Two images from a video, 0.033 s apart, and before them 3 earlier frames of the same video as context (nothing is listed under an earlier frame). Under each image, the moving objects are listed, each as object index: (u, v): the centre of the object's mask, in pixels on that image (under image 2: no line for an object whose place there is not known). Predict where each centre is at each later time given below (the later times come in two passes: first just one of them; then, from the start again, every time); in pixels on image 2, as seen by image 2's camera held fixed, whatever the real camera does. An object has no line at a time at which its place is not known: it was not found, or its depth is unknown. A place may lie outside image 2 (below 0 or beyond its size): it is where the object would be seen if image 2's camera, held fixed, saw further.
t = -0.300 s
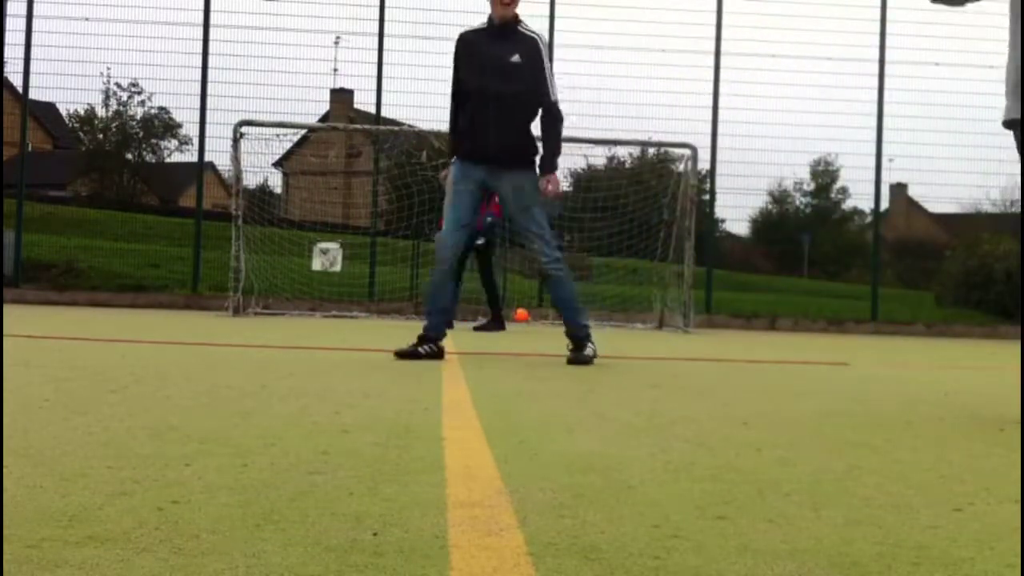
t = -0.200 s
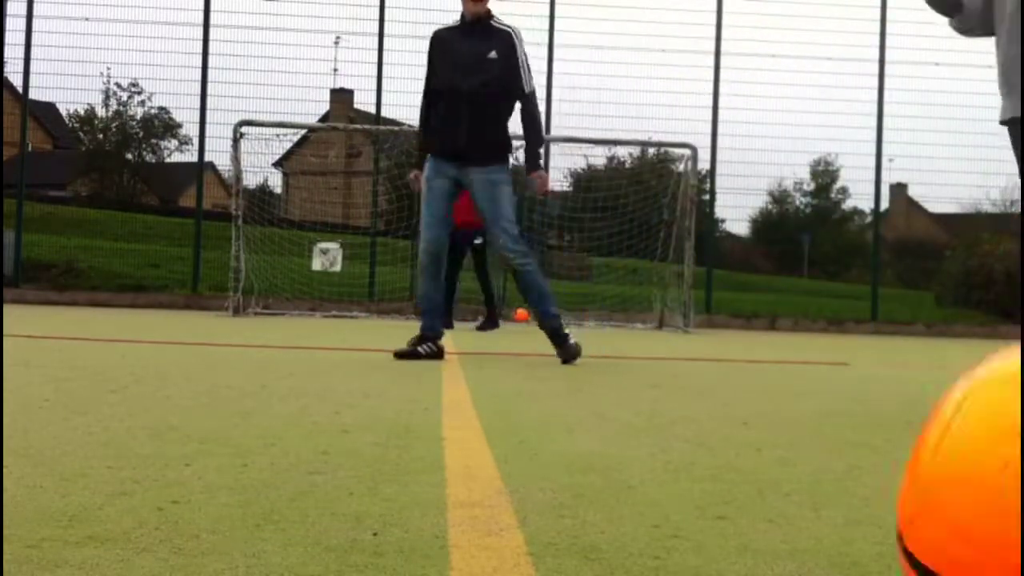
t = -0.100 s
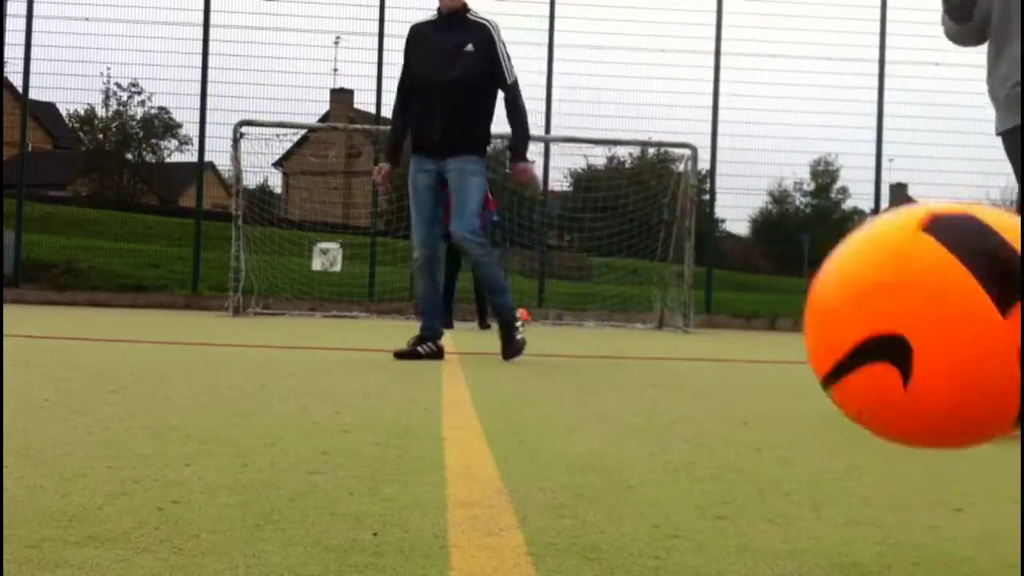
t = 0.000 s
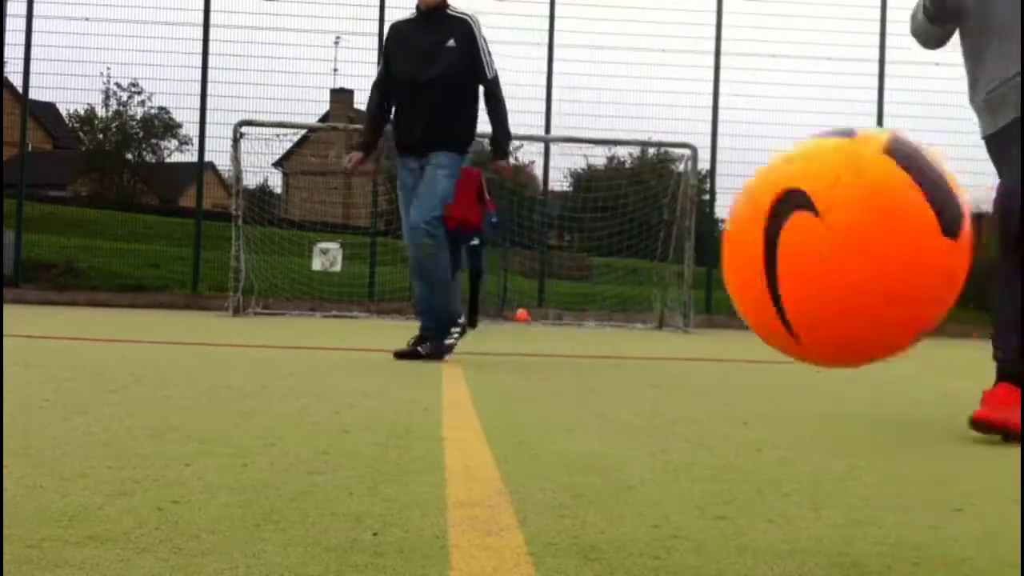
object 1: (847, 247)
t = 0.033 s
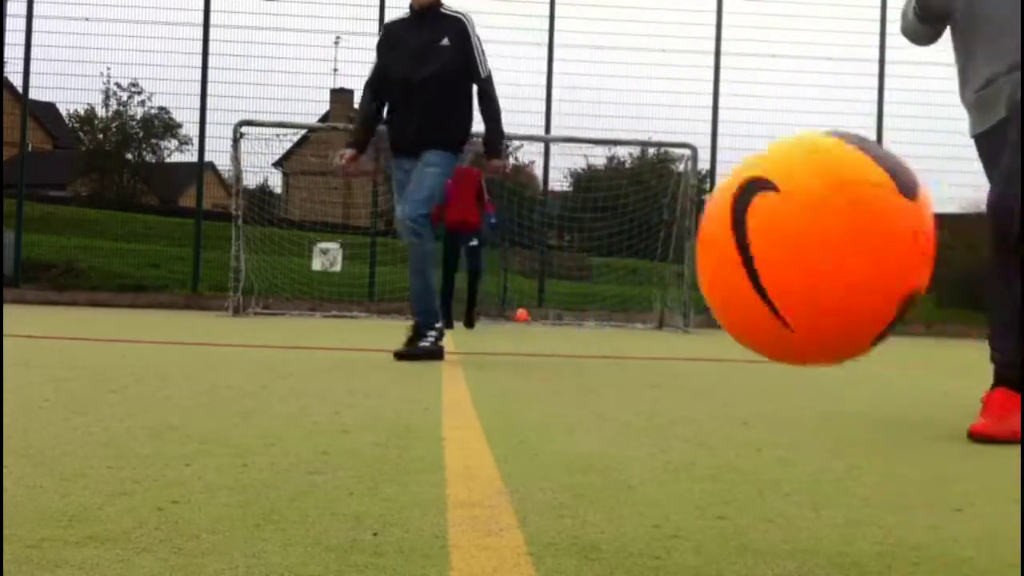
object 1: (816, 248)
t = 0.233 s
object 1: (657, 407)
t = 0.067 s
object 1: (786, 261)
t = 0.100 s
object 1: (756, 286)
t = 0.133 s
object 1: (729, 322)
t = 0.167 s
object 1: (701, 370)
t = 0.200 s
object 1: (675, 427)
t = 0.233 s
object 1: (657, 407)
